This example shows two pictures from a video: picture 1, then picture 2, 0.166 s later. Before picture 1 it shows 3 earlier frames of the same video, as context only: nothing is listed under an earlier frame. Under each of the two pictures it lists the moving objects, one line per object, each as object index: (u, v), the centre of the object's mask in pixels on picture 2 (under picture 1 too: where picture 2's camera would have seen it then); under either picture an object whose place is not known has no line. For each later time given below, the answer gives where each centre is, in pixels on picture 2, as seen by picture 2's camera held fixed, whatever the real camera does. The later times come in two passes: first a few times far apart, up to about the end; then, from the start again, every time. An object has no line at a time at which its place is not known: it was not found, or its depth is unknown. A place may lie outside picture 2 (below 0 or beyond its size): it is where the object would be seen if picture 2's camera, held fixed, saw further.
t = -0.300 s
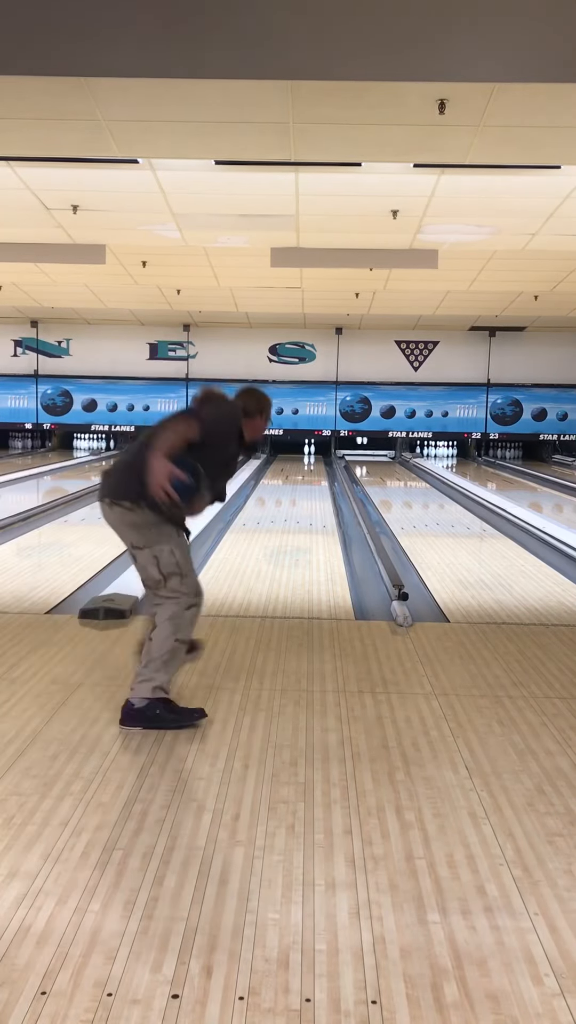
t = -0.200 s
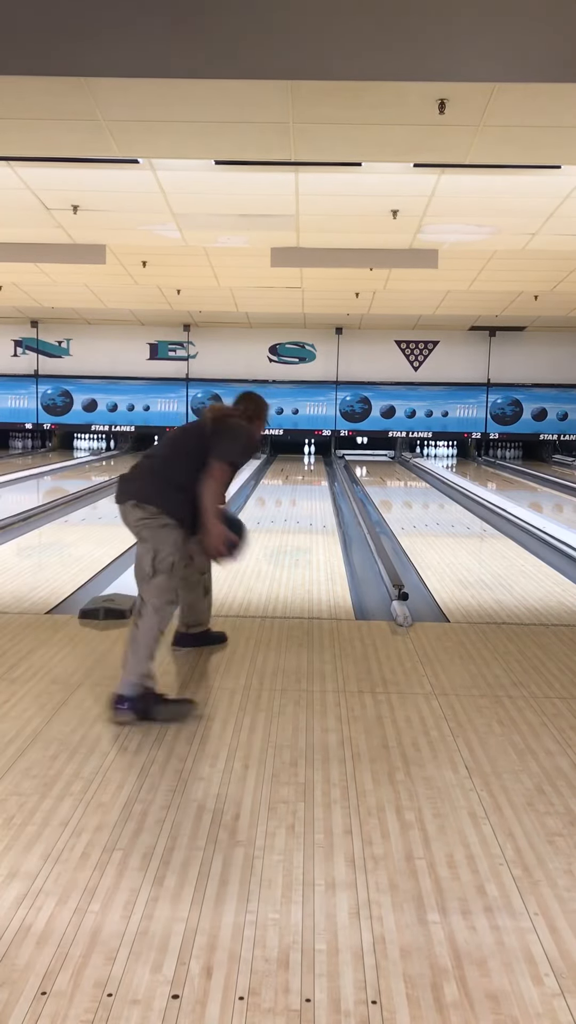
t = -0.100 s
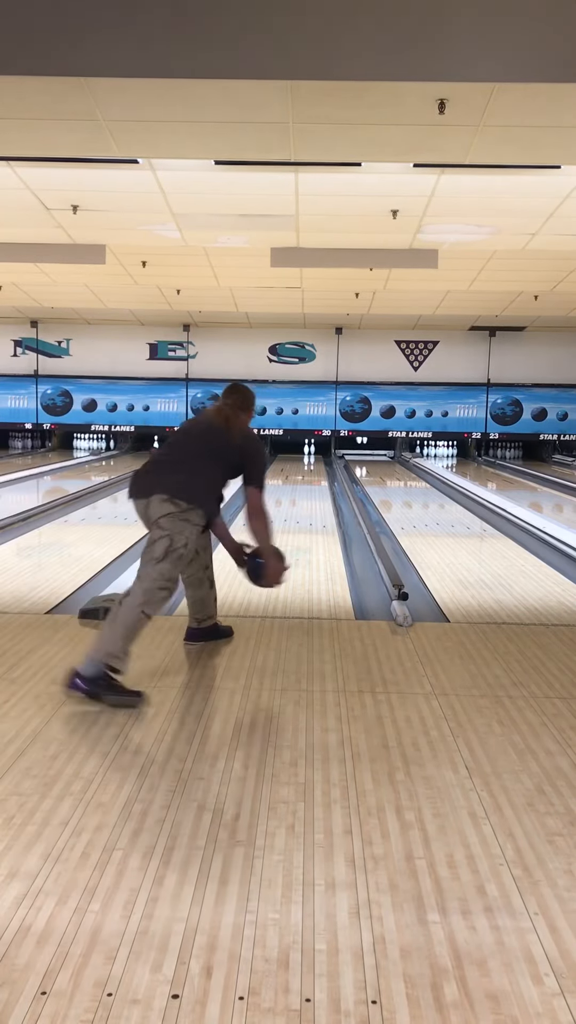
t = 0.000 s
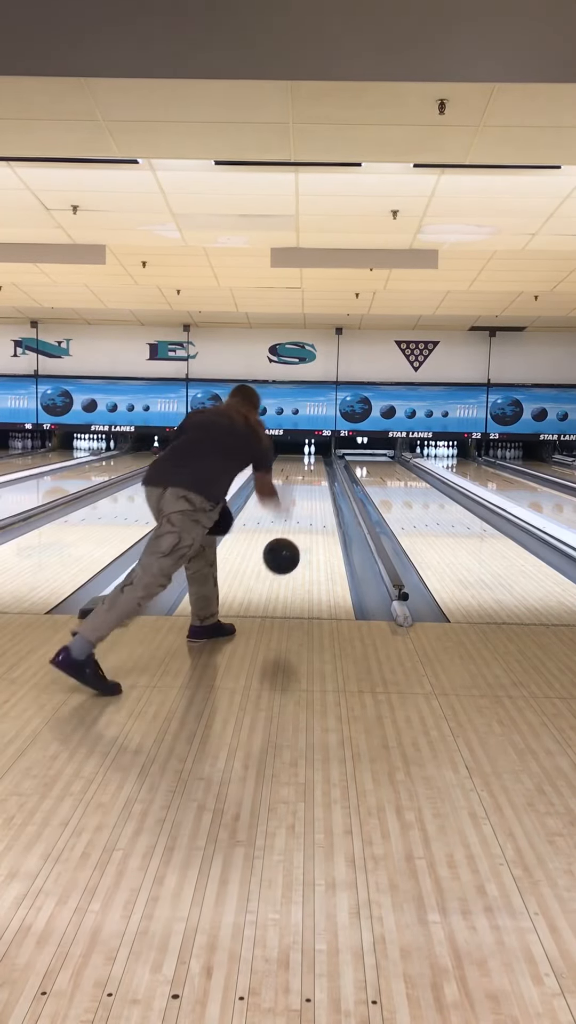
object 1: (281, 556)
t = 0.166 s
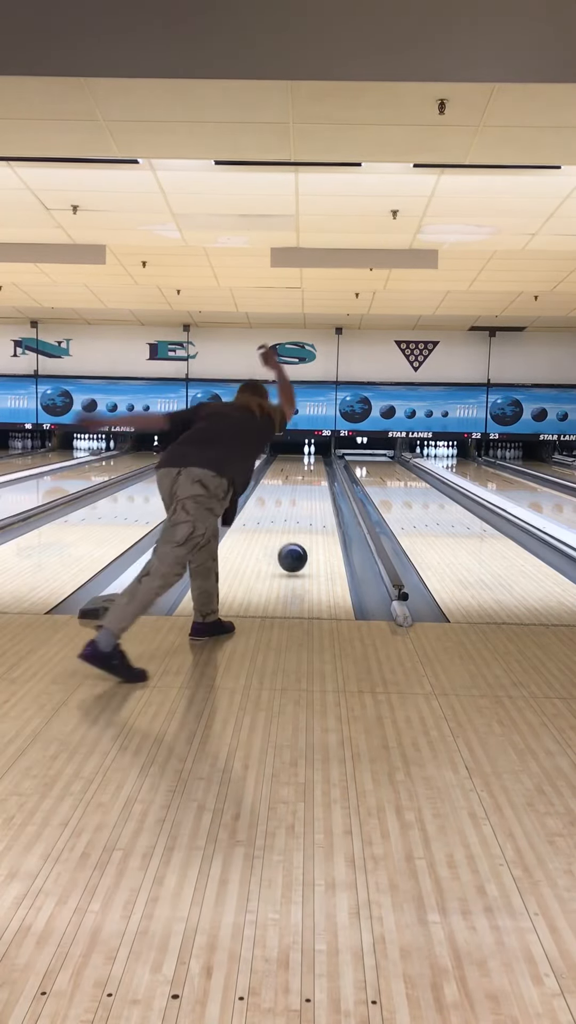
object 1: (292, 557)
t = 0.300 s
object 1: (300, 537)
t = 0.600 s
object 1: (311, 510)
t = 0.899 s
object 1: (316, 490)
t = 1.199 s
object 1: (318, 477)
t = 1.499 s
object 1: (319, 467)
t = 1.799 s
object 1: (317, 460)
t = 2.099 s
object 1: (313, 455)
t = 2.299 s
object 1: (308, 452)
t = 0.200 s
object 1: (295, 553)
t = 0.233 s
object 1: (297, 545)
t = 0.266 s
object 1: (298, 540)
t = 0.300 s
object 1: (300, 537)
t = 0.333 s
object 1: (301, 535)
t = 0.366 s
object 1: (302, 531)
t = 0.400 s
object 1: (304, 528)
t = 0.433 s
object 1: (305, 524)
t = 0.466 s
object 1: (306, 520)
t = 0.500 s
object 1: (307, 517)
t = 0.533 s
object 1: (308, 514)
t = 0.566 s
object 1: (309, 512)
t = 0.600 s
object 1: (311, 510)
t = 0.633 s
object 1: (311, 506)
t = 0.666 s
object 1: (311, 504)
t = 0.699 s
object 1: (312, 502)
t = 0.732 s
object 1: (313, 499)
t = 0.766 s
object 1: (313, 497)
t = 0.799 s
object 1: (314, 495)
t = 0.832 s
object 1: (314, 493)
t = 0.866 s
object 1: (315, 491)
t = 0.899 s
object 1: (316, 490)
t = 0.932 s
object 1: (316, 488)
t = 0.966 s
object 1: (316, 486)
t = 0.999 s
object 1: (317, 485)
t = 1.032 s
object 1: (317, 483)
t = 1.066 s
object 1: (317, 482)
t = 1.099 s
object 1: (318, 481)
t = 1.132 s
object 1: (318, 479)
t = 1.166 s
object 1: (318, 478)
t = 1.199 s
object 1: (318, 477)
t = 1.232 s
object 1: (318, 476)
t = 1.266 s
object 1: (319, 474)
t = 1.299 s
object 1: (319, 473)
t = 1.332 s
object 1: (319, 472)
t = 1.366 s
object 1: (319, 471)
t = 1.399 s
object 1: (319, 470)
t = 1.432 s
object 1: (319, 469)
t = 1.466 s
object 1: (319, 468)
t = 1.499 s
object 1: (319, 467)
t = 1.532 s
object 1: (319, 466)
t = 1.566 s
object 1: (319, 466)
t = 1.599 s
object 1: (319, 465)
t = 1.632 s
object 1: (318, 464)
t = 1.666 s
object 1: (319, 463)
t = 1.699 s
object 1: (318, 463)
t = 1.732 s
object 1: (318, 462)
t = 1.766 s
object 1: (318, 461)
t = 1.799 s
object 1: (317, 460)
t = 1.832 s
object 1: (317, 460)
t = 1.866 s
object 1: (317, 459)
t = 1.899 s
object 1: (316, 458)
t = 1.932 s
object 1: (316, 458)
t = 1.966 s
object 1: (315, 457)
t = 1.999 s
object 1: (315, 457)
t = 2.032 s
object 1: (315, 456)
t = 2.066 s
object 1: (314, 455)
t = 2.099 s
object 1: (313, 455)
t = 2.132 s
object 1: (313, 454)
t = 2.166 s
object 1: (311, 454)
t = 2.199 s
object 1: (311, 453)
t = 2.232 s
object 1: (310, 453)
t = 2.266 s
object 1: (309, 452)
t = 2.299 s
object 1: (308, 452)
